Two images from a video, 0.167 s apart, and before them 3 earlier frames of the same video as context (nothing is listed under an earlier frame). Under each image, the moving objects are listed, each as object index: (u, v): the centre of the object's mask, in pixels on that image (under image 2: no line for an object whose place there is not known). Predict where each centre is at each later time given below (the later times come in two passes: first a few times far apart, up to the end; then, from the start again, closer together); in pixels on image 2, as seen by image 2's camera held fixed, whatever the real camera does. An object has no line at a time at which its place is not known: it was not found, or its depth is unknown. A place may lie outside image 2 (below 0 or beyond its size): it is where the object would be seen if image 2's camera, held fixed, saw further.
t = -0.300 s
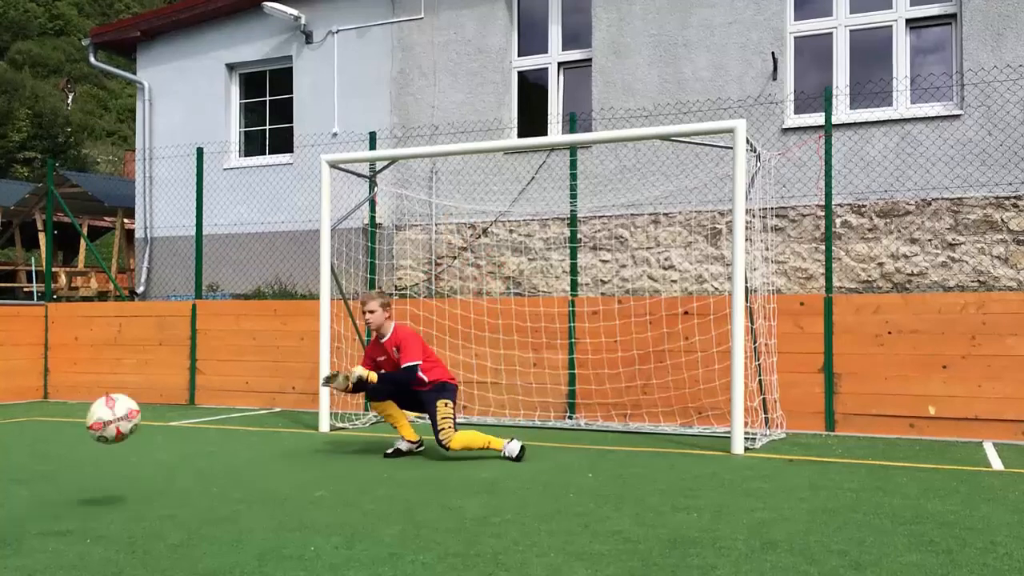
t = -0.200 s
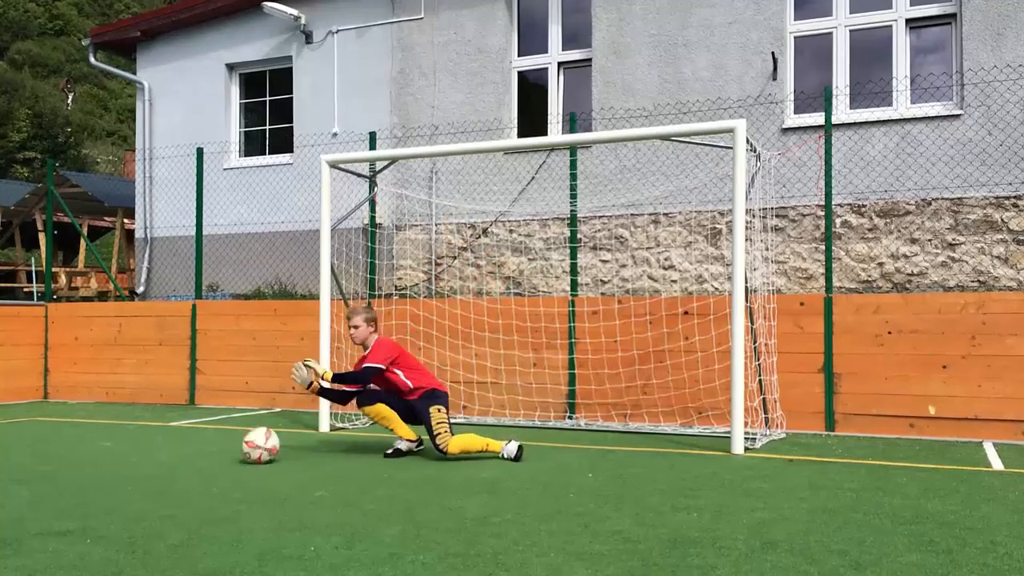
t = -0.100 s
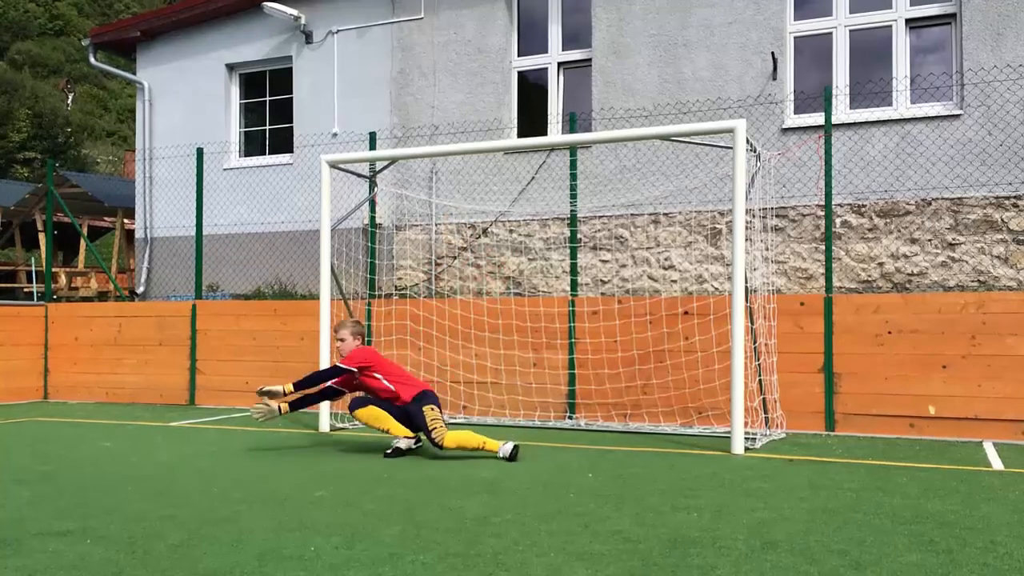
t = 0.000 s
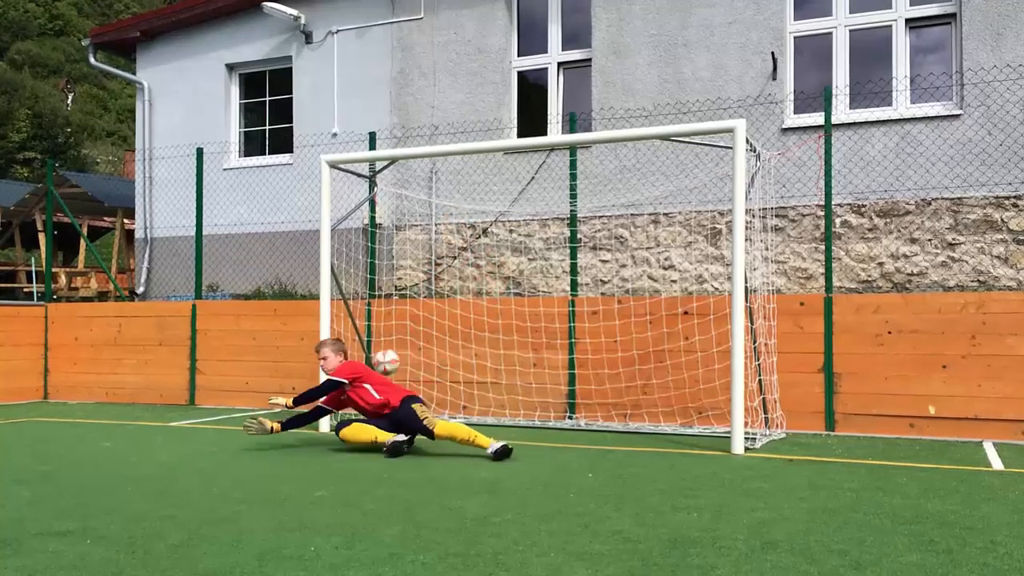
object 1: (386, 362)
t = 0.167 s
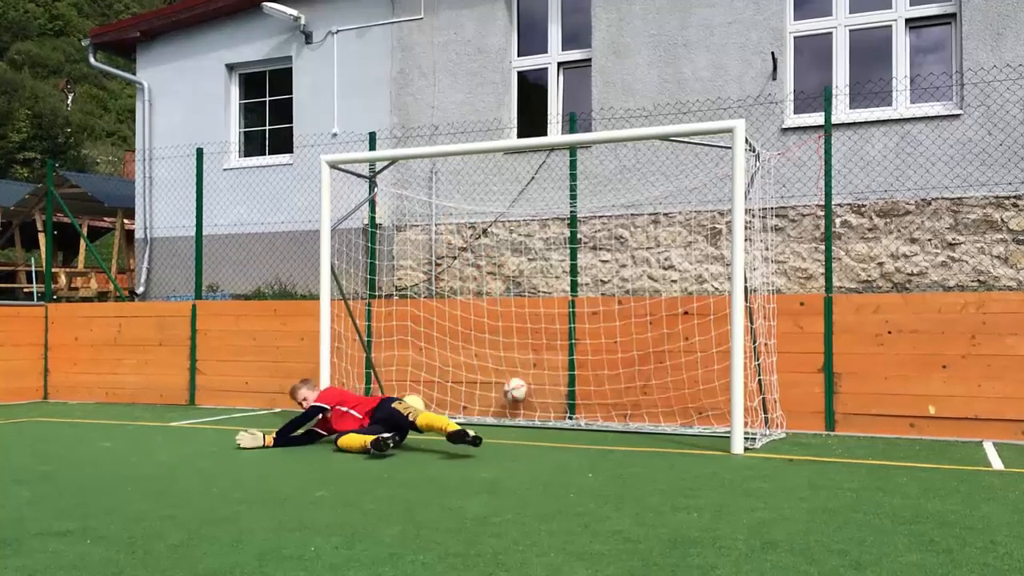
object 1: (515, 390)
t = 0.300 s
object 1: (579, 412)
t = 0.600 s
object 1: (695, 424)
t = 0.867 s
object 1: (701, 390)
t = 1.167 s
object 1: (647, 419)
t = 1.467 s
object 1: (647, 400)
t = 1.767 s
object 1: (649, 406)
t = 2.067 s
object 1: (649, 412)
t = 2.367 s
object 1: (643, 421)
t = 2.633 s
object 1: (639, 421)
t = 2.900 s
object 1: (635, 422)
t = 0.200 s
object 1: (538, 398)
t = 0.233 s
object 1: (551, 399)
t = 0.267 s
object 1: (564, 407)
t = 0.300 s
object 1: (579, 412)
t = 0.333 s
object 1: (591, 414)
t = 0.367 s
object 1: (604, 412)
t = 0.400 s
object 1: (617, 412)
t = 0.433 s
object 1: (629, 413)
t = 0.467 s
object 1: (642, 415)
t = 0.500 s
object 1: (657, 419)
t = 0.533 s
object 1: (671, 425)
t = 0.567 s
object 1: (684, 426)
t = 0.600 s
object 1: (695, 424)
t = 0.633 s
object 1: (708, 424)
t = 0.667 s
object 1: (718, 426)
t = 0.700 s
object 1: (725, 430)
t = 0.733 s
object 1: (722, 420)
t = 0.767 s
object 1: (719, 409)
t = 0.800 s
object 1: (714, 401)
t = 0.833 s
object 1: (708, 395)
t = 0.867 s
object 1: (701, 390)
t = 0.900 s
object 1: (694, 387)
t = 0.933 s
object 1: (688, 386)
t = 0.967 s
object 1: (681, 386)
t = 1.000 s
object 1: (675, 388)
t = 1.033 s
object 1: (670, 392)
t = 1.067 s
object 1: (664, 396)
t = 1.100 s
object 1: (658, 402)
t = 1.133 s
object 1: (653, 410)
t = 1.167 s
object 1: (647, 419)
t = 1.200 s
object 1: (646, 416)
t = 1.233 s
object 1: (646, 408)
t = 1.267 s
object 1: (647, 403)
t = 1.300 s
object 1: (647, 399)
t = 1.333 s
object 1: (647, 396)
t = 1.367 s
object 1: (647, 396)
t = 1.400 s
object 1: (647, 396)
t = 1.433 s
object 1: (648, 398)
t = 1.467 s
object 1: (647, 400)
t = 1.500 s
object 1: (647, 405)
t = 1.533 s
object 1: (648, 411)
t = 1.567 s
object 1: (648, 419)
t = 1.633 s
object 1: (648, 414)
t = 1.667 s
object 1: (648, 409)
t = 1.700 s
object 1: (648, 407)
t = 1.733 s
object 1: (649, 405)
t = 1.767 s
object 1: (649, 406)
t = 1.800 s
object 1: (649, 407)
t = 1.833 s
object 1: (649, 411)
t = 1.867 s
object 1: (650, 415)
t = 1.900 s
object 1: (650, 422)
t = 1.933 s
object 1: (649, 420)
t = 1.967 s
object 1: (649, 415)
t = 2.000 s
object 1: (649, 413)
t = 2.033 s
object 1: (649, 412)
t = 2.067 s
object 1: (649, 412)
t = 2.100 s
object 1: (648, 414)
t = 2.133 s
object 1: (648, 418)
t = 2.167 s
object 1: (647, 422)
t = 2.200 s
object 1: (647, 420)
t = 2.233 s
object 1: (646, 418)
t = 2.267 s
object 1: (646, 416)
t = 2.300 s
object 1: (645, 416)
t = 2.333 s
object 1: (644, 418)
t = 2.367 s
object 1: (643, 421)
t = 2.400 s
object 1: (643, 422)
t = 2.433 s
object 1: (642, 420)
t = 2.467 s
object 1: (642, 419)
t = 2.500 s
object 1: (641, 419)
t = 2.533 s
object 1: (641, 421)
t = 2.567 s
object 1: (640, 422)
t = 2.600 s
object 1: (639, 421)
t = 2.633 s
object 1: (639, 421)
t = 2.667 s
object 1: (638, 421)
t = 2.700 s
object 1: (638, 422)
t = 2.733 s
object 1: (637, 421)
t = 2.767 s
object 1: (637, 421)
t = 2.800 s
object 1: (637, 422)
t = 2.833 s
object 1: (636, 422)
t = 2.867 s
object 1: (636, 422)
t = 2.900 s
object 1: (635, 422)
